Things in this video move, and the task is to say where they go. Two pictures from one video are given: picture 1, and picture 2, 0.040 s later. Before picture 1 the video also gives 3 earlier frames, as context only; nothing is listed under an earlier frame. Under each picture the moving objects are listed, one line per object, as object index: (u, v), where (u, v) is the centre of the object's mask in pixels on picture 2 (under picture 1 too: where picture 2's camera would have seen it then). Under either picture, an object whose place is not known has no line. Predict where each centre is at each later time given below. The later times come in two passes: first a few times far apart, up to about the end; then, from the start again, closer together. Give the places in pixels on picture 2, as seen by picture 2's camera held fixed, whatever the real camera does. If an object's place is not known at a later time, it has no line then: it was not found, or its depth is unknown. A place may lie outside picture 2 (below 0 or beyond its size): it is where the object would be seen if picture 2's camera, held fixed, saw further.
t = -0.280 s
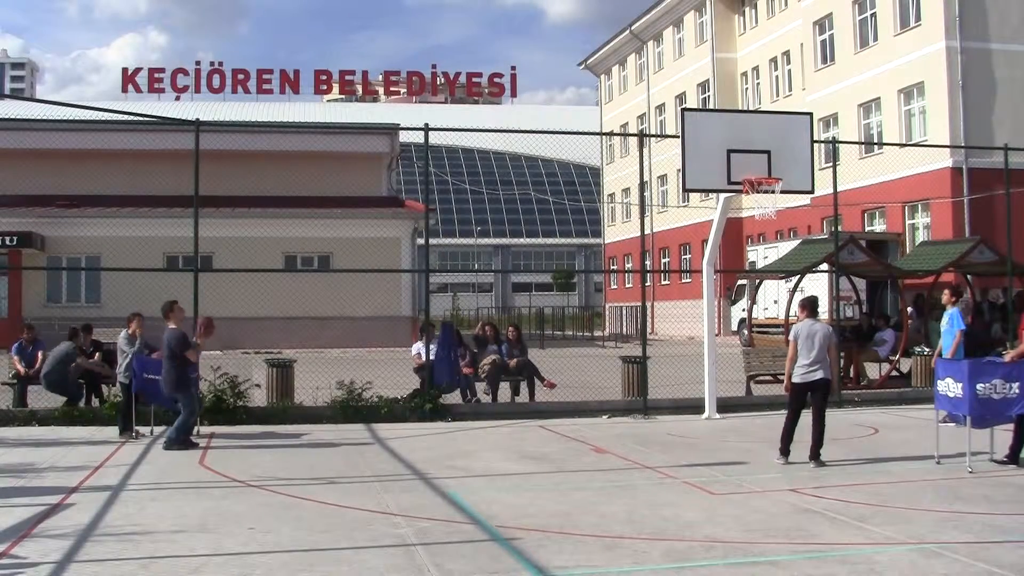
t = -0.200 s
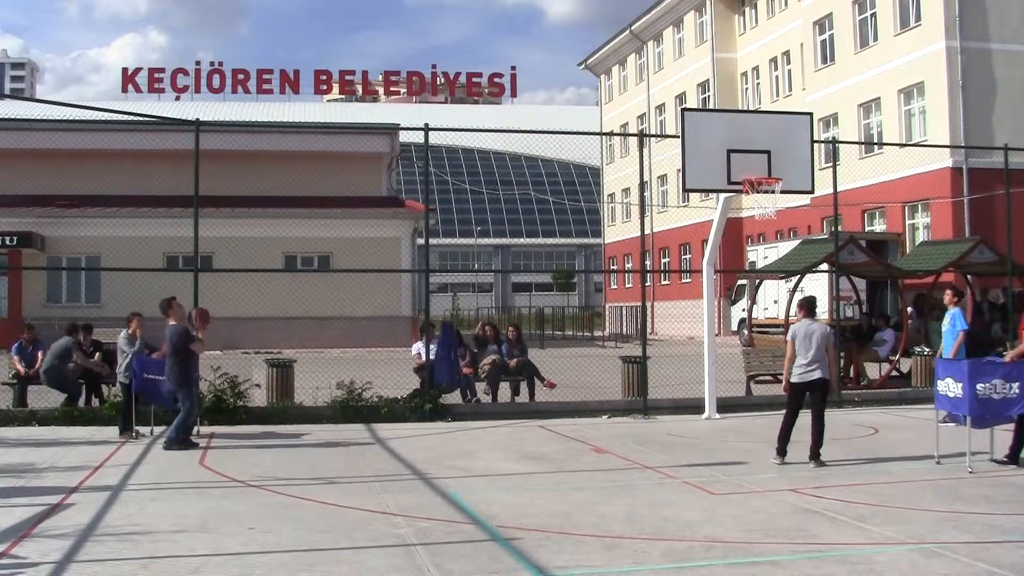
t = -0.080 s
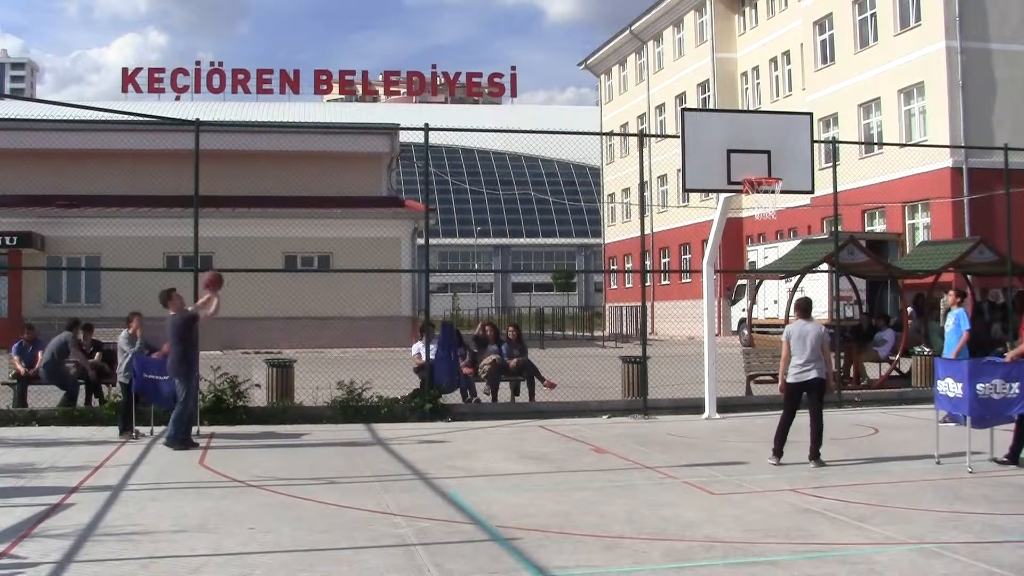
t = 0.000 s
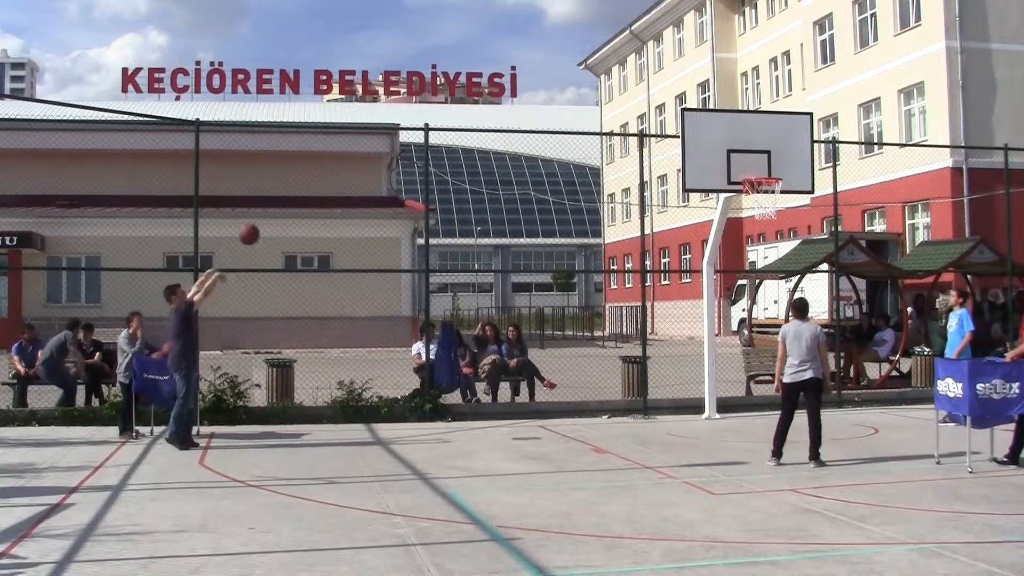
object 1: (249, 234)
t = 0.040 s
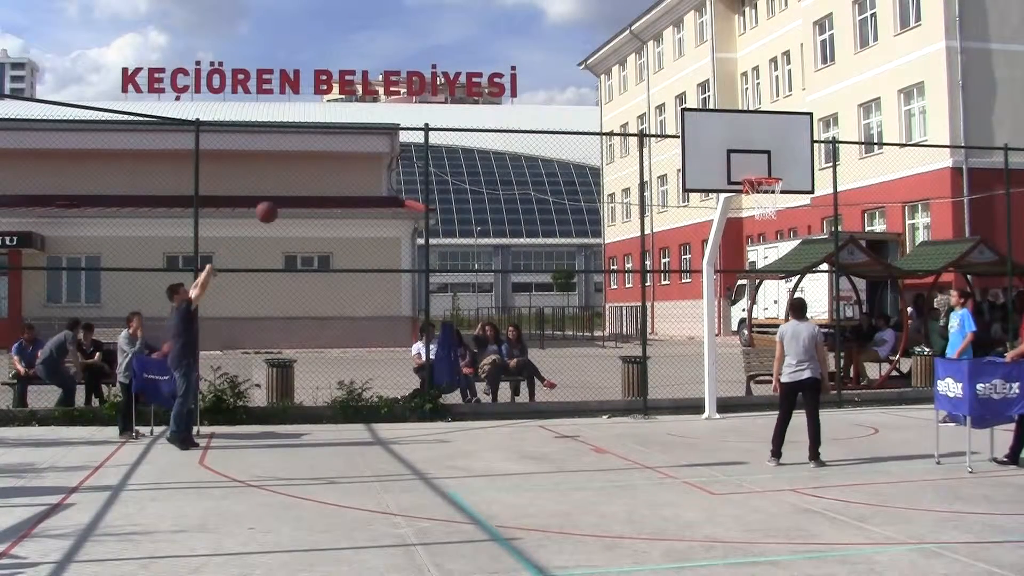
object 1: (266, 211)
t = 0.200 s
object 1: (340, 141)
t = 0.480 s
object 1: (462, 75)
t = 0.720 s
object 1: (565, 73)
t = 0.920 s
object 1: (649, 108)
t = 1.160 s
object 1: (746, 190)
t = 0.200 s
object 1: (340, 141)
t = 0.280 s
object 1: (375, 116)
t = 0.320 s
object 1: (393, 105)
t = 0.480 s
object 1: (462, 75)
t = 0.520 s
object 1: (480, 72)
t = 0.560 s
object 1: (498, 69)
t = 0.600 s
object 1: (515, 68)
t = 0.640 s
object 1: (532, 68)
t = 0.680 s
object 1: (549, 70)
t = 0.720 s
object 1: (565, 73)
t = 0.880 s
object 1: (632, 98)
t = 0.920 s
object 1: (649, 108)
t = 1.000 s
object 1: (682, 129)
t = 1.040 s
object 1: (698, 143)
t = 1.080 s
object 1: (714, 158)
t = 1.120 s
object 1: (730, 174)
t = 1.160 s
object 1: (746, 190)
